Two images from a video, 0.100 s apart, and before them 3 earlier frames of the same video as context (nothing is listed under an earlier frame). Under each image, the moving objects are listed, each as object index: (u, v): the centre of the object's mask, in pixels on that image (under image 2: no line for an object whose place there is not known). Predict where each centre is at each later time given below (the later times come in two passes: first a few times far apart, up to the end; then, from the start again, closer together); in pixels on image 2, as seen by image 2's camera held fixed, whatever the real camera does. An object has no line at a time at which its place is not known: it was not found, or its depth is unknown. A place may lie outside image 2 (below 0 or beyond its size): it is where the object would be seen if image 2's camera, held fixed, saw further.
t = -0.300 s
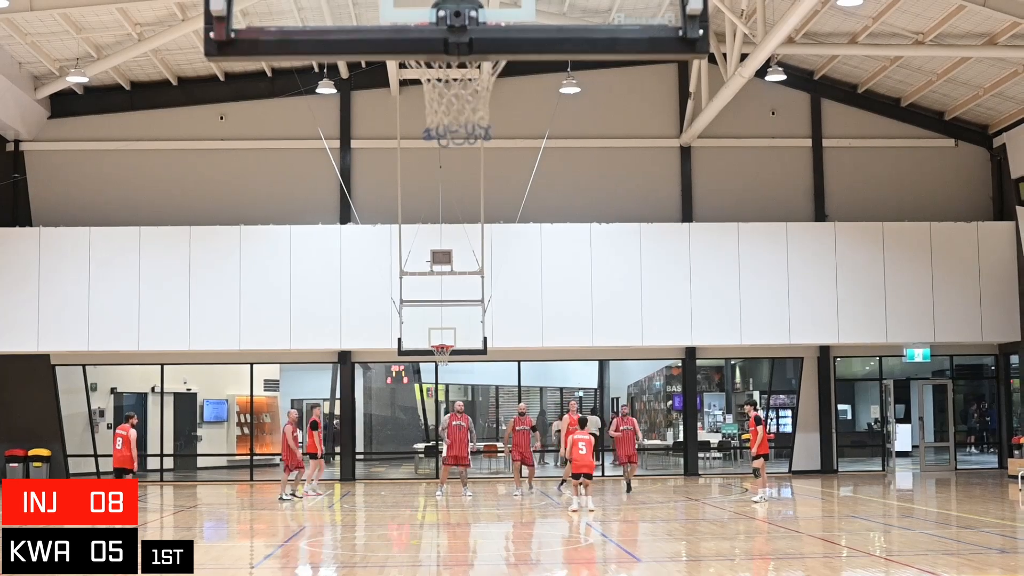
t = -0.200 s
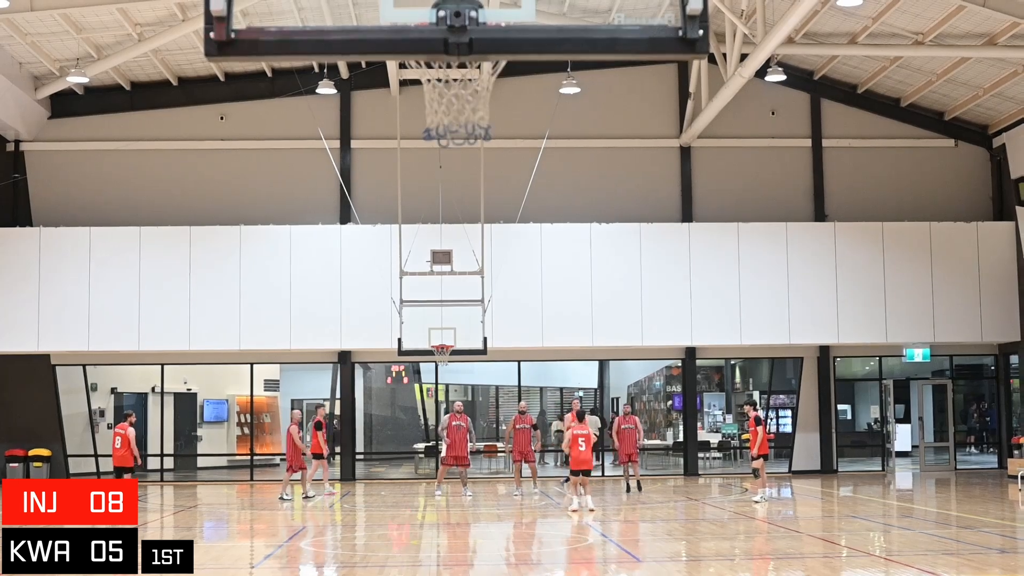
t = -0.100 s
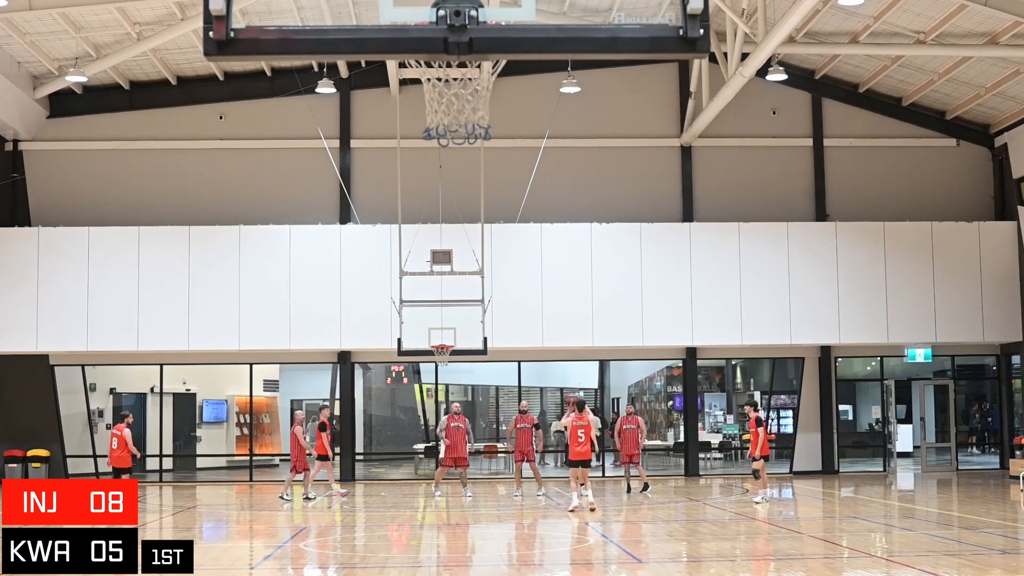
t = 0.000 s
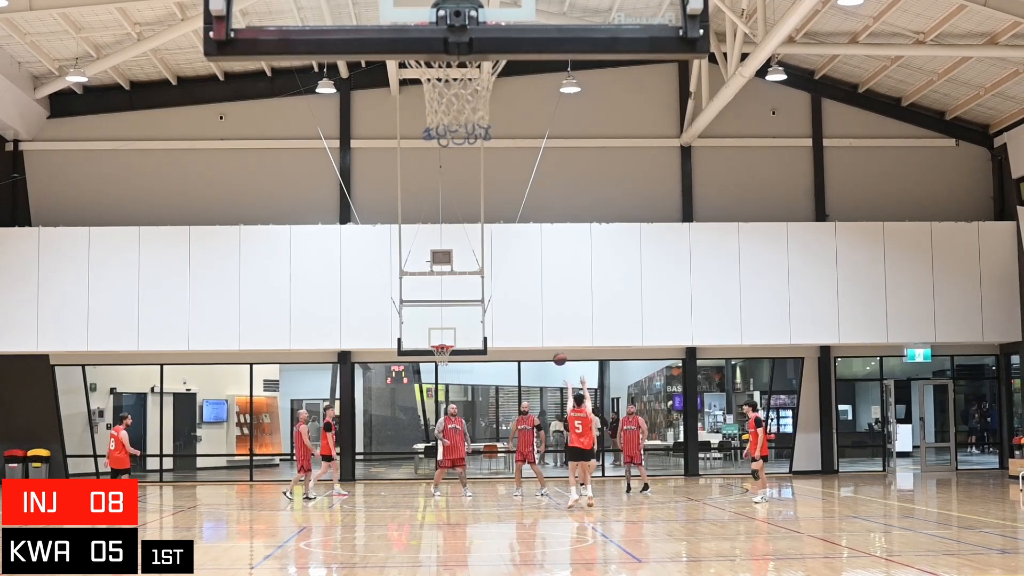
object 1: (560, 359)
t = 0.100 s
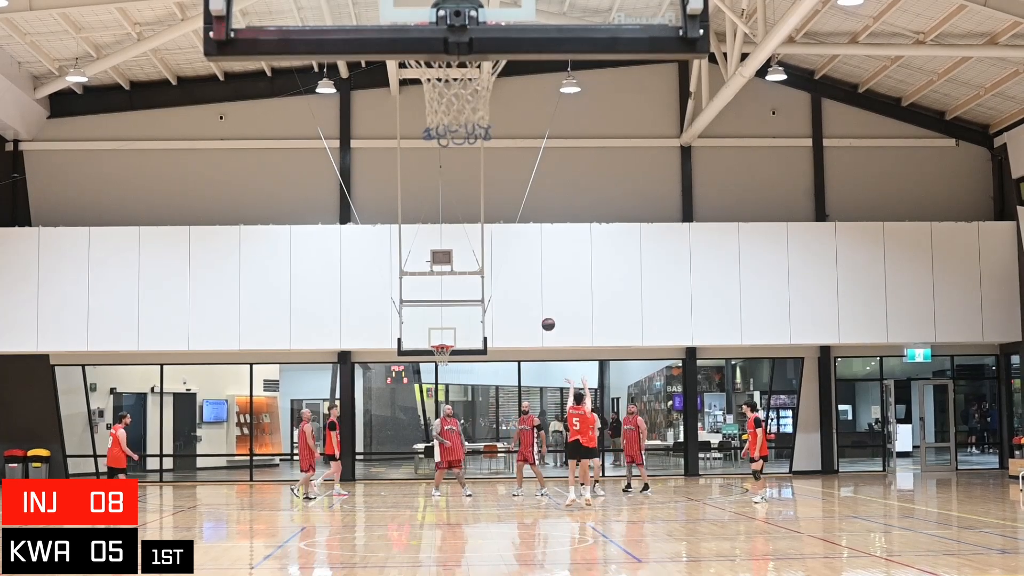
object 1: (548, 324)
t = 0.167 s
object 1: (541, 305)
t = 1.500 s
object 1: (442, 358)
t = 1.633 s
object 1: (445, 372)
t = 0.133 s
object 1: (544, 314)
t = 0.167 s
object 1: (541, 305)
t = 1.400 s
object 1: (441, 354)
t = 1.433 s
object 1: (441, 355)
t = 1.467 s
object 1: (442, 355)
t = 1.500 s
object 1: (442, 358)
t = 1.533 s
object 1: (442, 361)
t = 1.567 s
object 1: (443, 364)
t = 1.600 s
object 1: (444, 368)
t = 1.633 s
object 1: (445, 372)
